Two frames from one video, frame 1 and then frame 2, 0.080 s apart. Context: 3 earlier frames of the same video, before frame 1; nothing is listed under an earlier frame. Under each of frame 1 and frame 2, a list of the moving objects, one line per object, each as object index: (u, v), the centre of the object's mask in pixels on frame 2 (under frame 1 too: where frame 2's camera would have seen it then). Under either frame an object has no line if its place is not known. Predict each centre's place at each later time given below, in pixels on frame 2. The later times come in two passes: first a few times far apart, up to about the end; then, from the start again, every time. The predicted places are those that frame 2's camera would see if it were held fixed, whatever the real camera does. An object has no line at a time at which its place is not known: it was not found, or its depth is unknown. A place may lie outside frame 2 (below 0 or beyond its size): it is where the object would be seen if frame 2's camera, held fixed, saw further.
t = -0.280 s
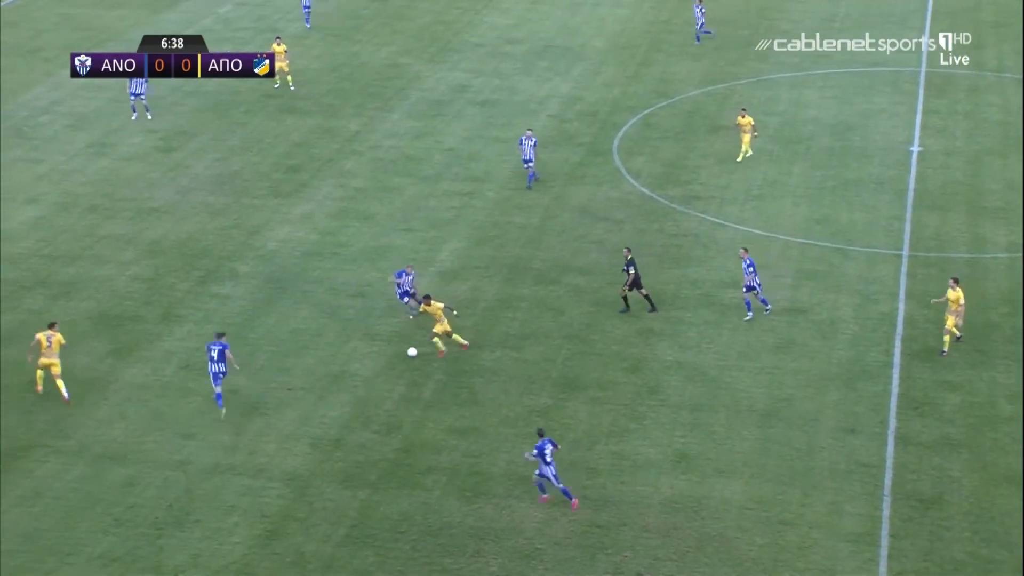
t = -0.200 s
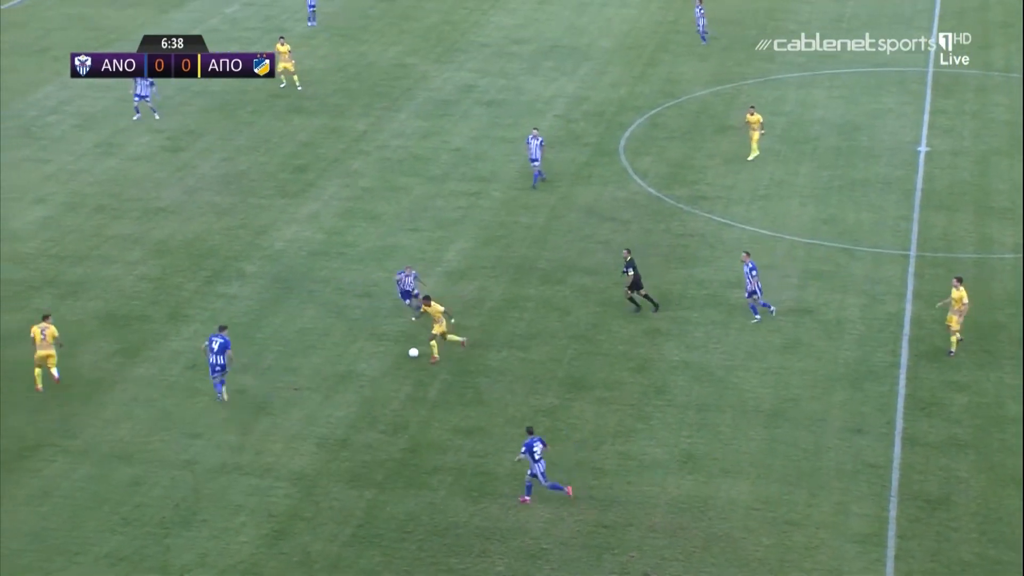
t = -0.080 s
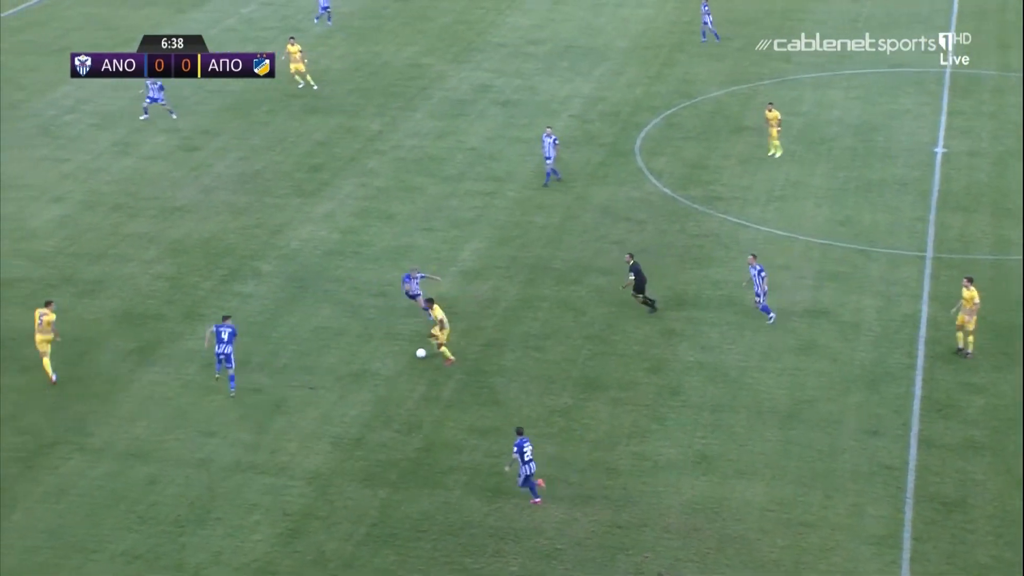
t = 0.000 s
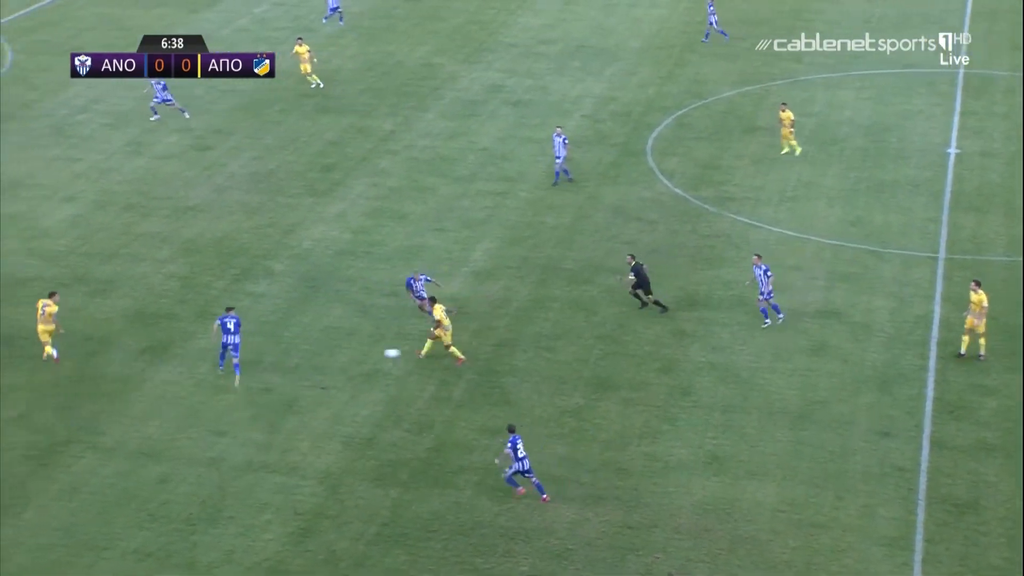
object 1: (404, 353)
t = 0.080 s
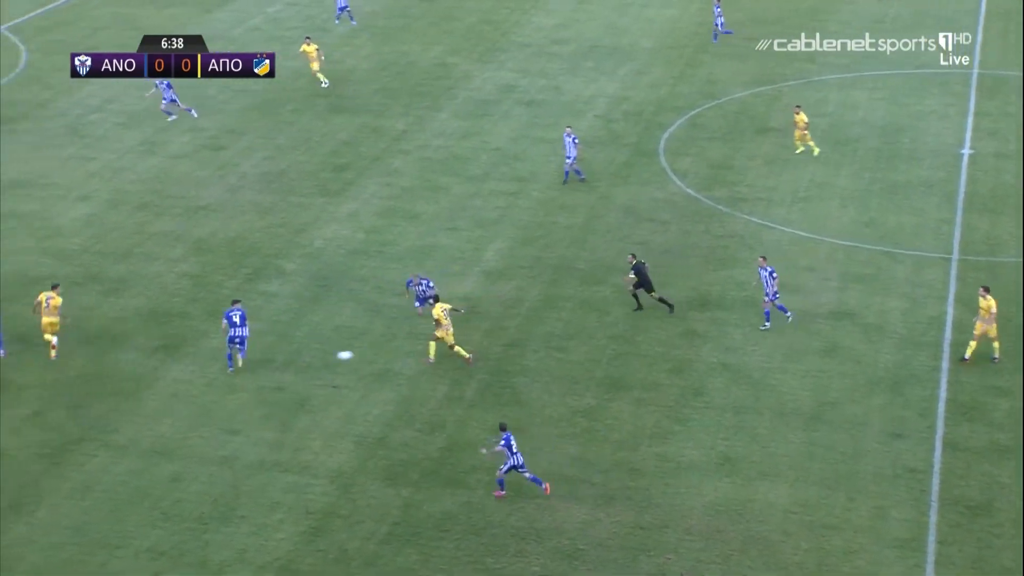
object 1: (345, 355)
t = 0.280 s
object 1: (196, 375)
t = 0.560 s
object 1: (-13, 423)
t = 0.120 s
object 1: (316, 358)
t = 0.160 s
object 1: (286, 361)
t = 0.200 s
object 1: (256, 365)
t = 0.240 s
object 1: (226, 370)
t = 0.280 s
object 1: (196, 375)
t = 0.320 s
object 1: (166, 382)
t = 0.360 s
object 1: (135, 389)
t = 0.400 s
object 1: (105, 397)
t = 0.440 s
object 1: (74, 405)
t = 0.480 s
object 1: (44, 415)
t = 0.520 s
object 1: (14, 423)
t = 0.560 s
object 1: (-13, 423)
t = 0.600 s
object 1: (-40, 426)
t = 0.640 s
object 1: (-68, 428)
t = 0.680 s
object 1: (-95, 432)
